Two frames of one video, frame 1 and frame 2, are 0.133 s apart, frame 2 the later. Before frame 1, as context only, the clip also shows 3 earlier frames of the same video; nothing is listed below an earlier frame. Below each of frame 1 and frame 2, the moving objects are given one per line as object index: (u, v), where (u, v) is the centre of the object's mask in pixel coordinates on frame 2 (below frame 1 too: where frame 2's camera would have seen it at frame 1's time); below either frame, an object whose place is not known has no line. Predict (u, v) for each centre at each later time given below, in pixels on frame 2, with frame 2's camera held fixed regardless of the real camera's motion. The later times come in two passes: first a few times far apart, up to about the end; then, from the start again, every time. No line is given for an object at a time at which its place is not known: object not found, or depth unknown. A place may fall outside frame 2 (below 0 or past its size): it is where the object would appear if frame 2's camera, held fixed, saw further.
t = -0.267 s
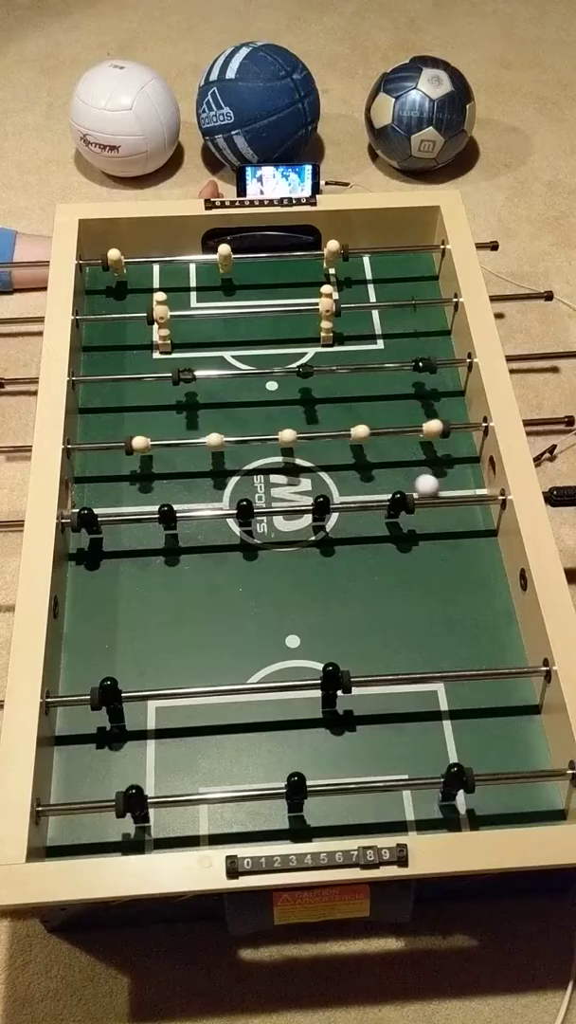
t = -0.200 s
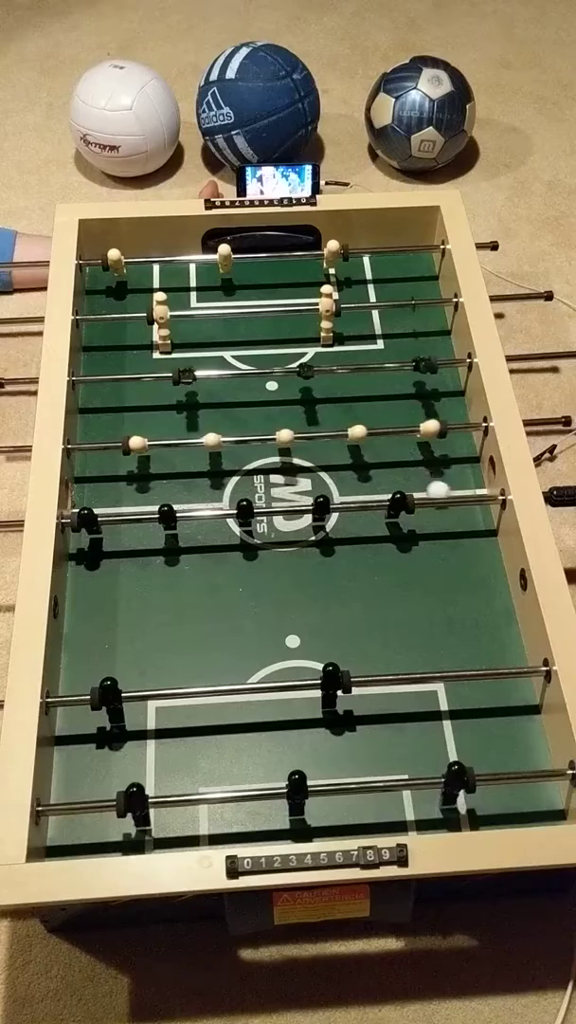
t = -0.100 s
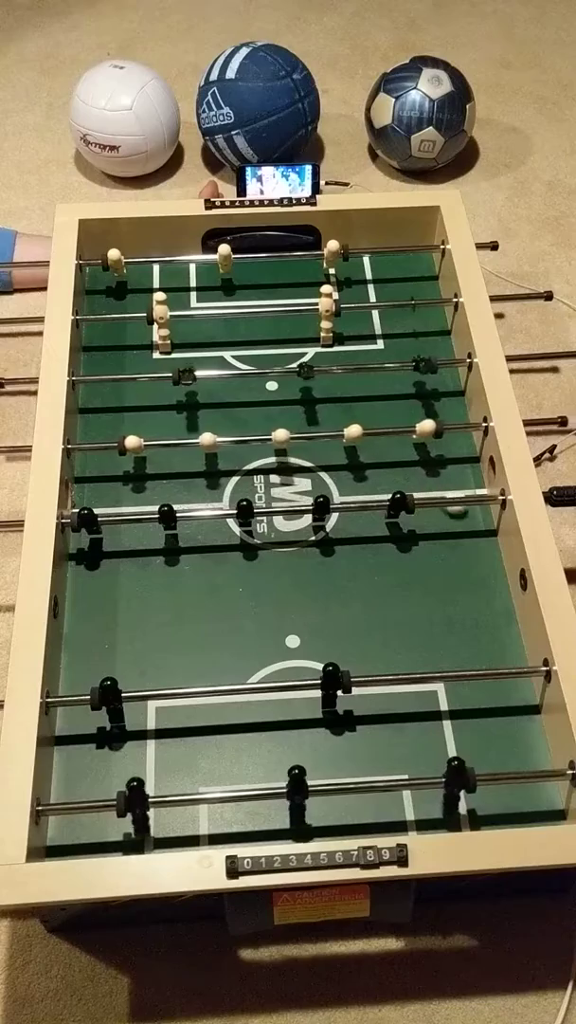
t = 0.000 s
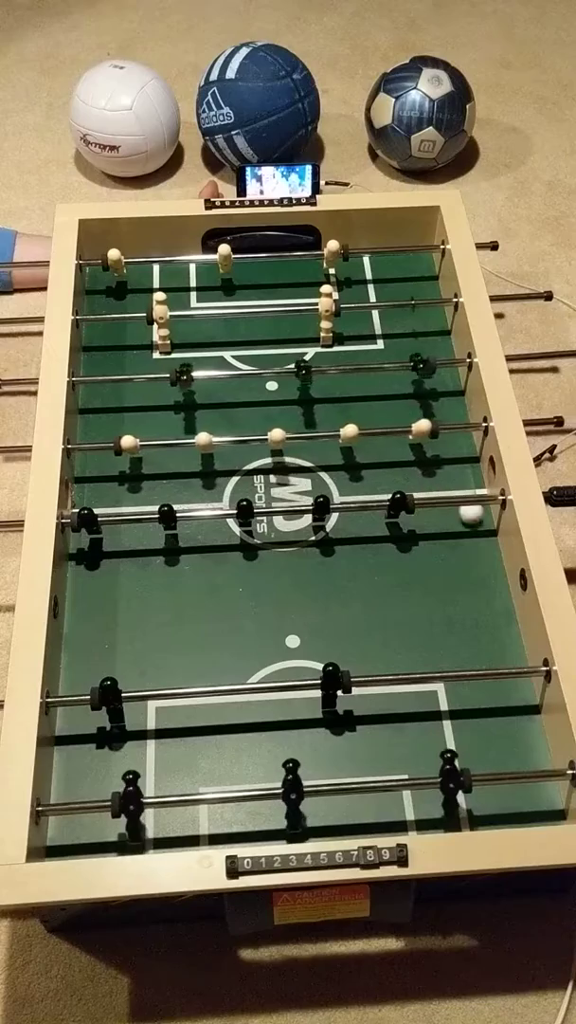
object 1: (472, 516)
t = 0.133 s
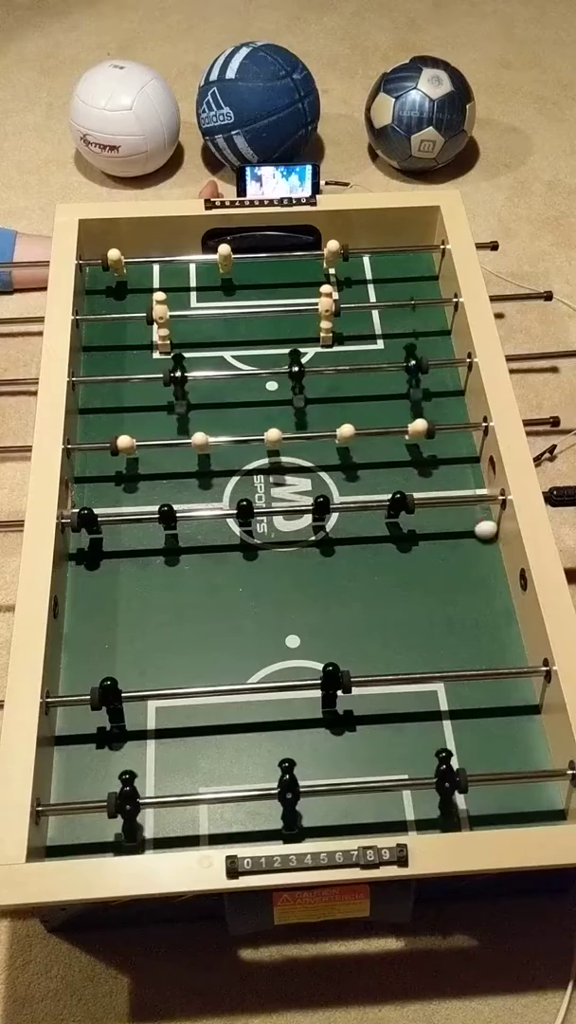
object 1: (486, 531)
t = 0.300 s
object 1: (482, 550)
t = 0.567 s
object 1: (470, 584)
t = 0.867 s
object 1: (448, 621)
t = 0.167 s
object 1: (485, 534)
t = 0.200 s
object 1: (484, 537)
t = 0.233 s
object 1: (484, 542)
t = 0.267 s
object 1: (483, 546)
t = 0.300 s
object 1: (482, 550)
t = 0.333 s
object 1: (481, 554)
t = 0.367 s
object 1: (479, 559)
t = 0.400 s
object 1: (478, 563)
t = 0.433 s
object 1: (477, 567)
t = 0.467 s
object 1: (476, 572)
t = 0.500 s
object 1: (474, 576)
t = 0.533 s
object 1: (472, 580)
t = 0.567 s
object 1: (470, 584)
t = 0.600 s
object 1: (468, 588)
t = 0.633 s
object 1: (466, 592)
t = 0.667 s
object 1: (463, 596)
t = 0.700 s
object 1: (461, 601)
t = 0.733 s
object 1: (459, 605)
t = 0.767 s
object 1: (456, 609)
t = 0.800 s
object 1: (453, 613)
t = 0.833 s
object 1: (451, 617)
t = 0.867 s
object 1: (448, 621)
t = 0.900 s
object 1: (445, 625)
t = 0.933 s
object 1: (442, 629)
